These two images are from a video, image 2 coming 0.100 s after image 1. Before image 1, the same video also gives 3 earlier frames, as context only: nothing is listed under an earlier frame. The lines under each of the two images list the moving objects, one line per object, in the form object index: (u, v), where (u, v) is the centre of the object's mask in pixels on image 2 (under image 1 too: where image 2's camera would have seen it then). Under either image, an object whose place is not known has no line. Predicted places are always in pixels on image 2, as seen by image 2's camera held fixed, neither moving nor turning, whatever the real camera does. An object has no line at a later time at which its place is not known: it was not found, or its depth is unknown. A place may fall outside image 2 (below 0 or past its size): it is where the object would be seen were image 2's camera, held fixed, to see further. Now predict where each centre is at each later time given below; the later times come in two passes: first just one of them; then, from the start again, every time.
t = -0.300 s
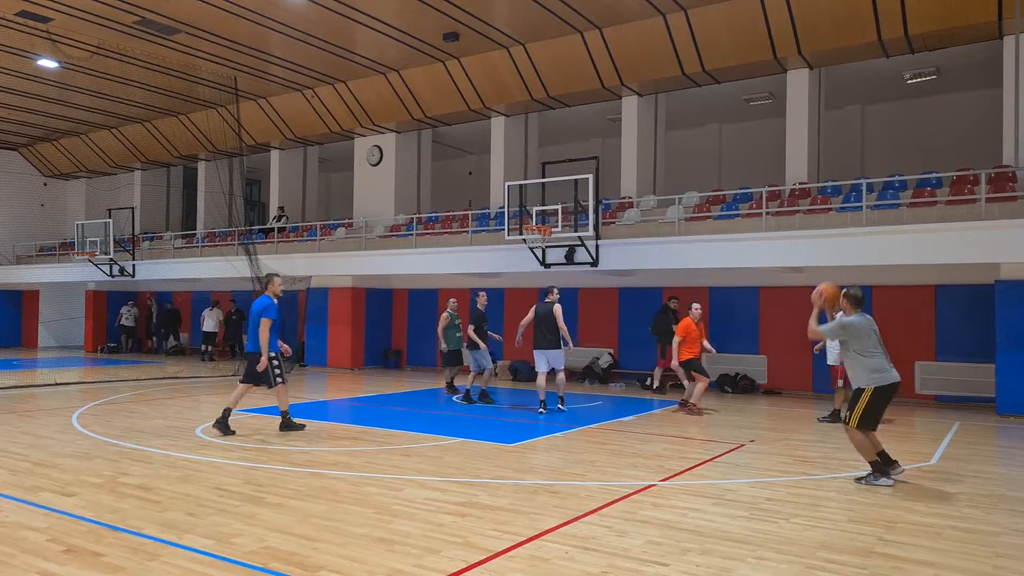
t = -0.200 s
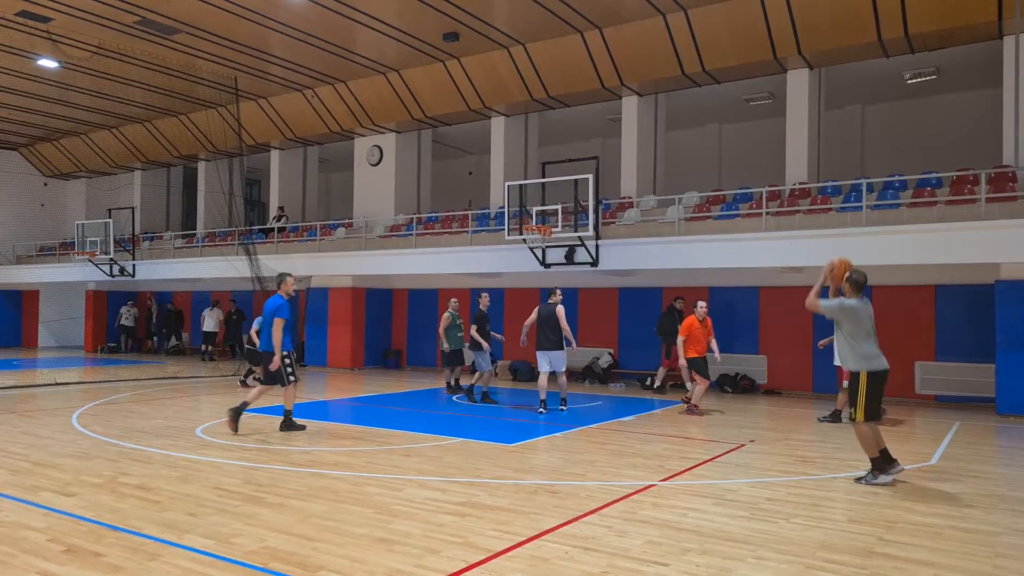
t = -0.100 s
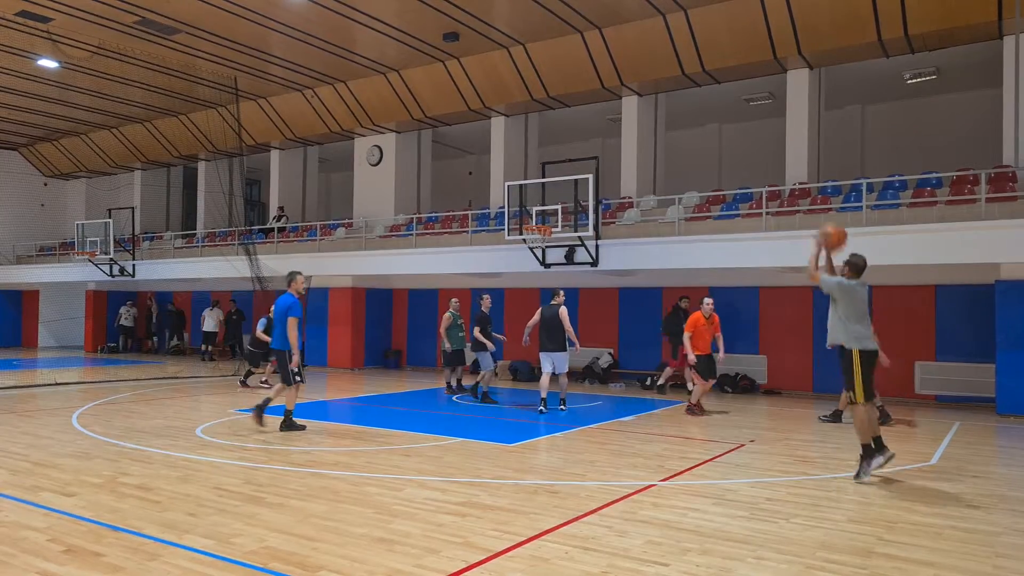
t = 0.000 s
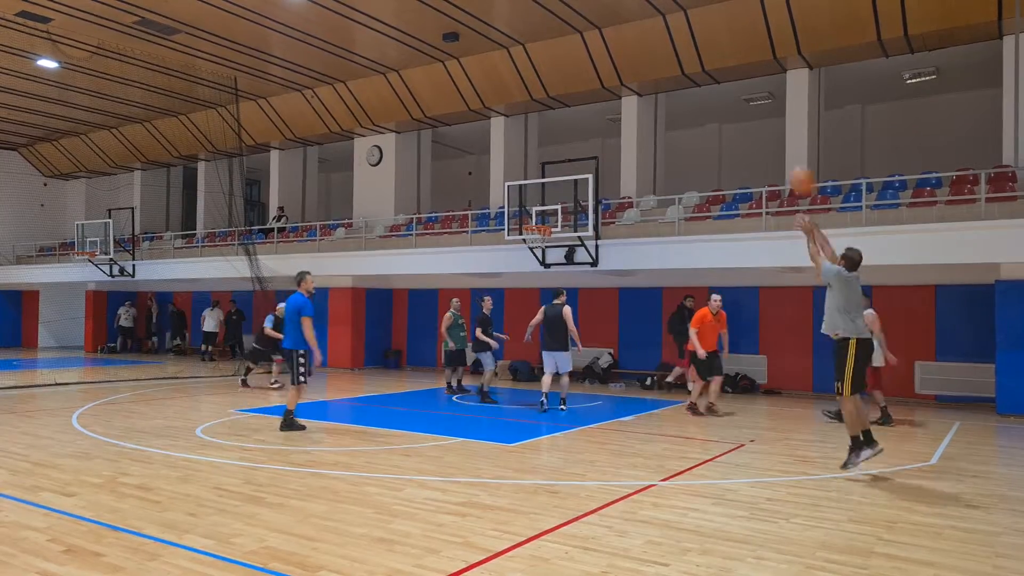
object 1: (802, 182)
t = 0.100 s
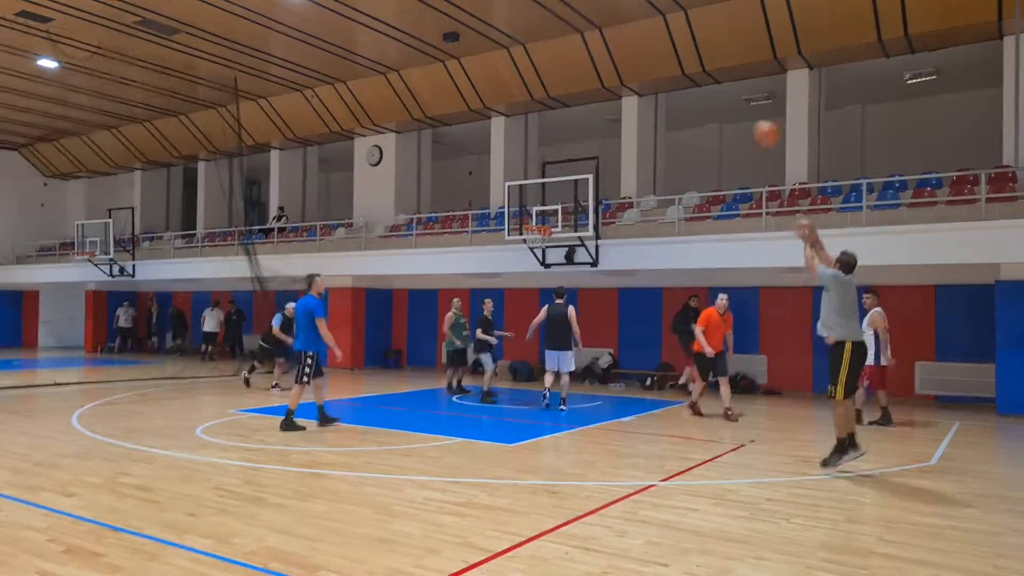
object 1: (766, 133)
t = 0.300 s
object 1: (706, 81)
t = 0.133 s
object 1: (755, 121)
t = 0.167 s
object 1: (745, 110)
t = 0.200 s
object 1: (734, 101)
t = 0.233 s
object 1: (725, 93)
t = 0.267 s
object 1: (715, 87)
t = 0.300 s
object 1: (706, 81)
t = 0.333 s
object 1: (698, 76)
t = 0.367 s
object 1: (689, 72)
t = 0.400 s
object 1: (680, 69)
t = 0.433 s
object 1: (673, 68)
